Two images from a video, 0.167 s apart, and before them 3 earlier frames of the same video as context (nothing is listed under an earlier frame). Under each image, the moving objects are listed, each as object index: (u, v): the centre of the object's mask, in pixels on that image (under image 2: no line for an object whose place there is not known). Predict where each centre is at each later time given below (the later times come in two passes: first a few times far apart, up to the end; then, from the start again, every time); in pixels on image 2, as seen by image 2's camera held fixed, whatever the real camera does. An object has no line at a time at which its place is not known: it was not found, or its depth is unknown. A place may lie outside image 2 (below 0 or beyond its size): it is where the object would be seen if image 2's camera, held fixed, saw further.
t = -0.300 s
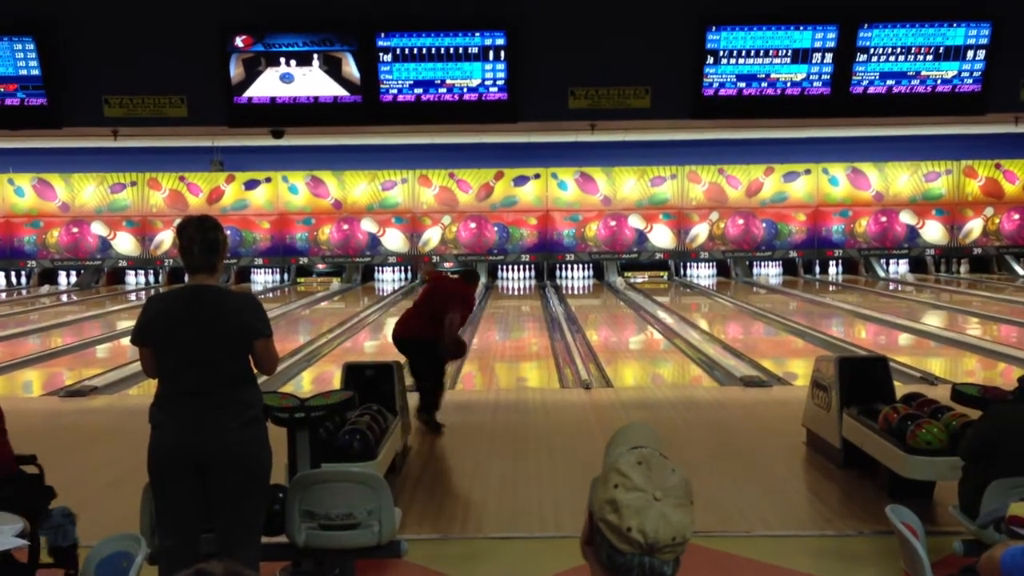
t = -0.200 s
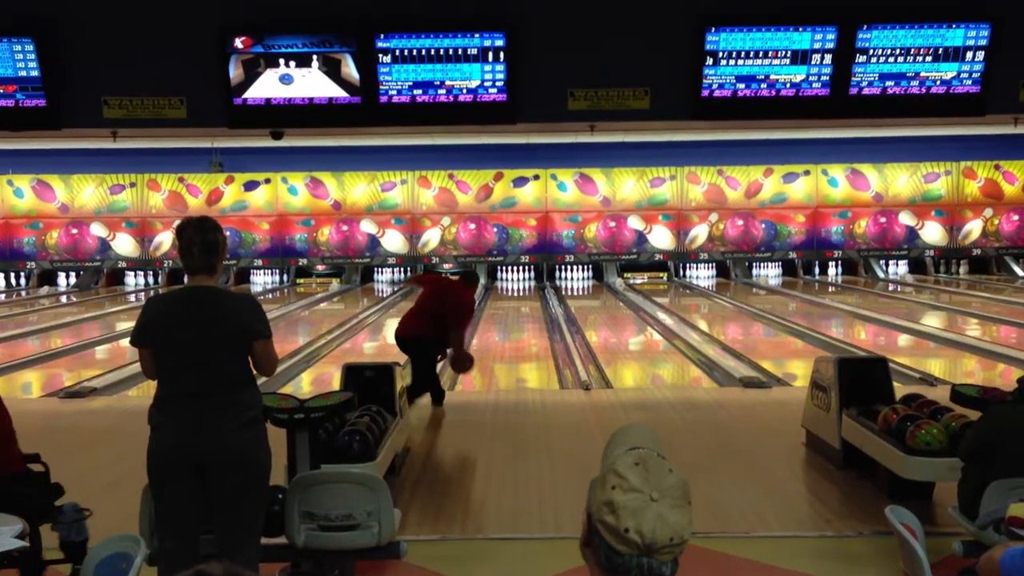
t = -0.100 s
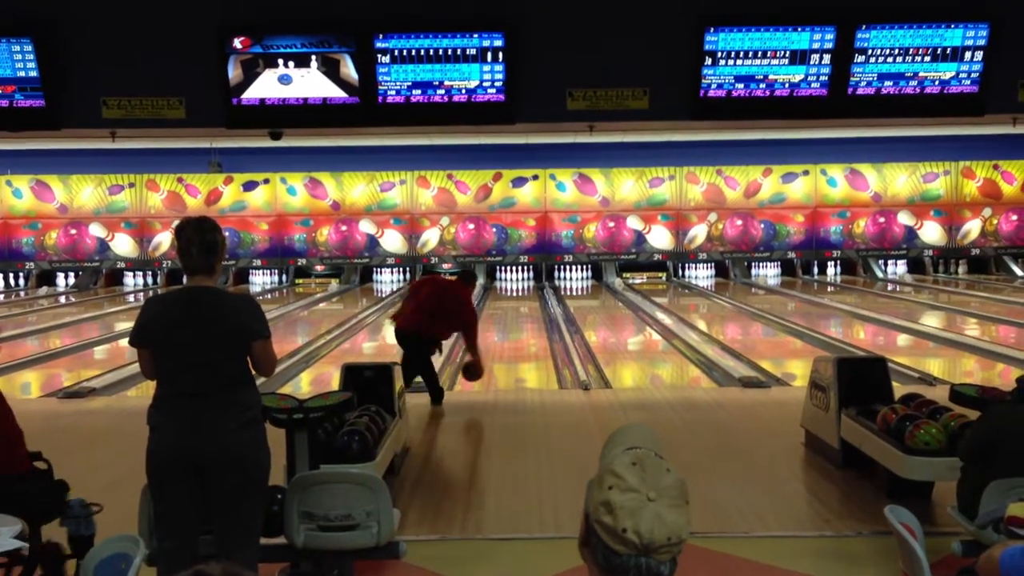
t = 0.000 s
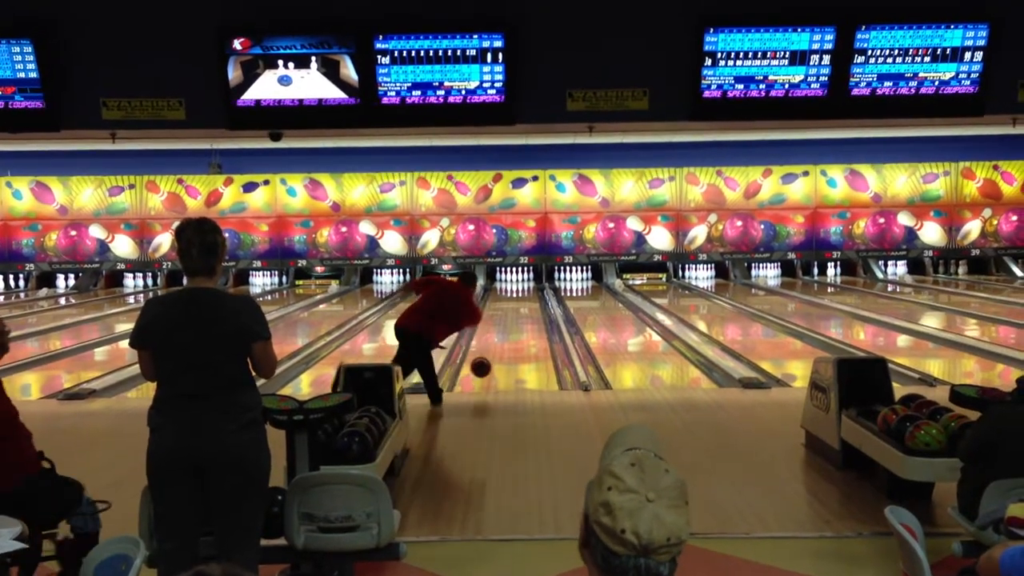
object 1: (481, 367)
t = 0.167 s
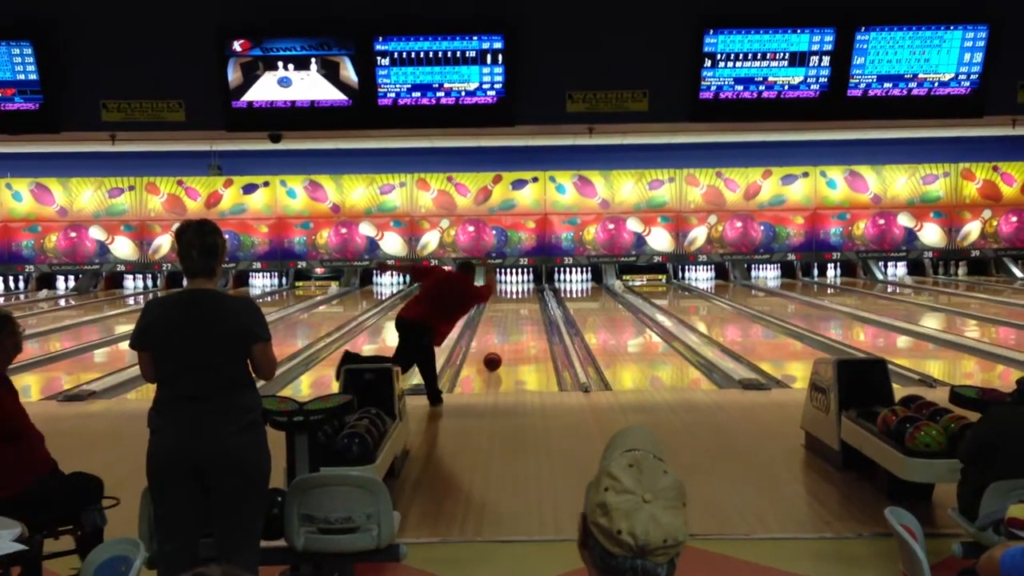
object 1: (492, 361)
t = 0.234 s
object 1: (496, 356)
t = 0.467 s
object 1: (507, 338)
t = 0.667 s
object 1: (514, 326)
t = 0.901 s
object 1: (520, 315)
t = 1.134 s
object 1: (525, 306)
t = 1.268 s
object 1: (526, 302)
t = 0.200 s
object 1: (494, 359)
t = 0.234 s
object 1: (496, 356)
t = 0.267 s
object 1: (498, 353)
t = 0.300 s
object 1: (499, 350)
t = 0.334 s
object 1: (501, 347)
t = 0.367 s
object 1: (503, 345)
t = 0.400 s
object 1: (504, 342)
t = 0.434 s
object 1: (505, 340)
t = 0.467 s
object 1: (507, 338)
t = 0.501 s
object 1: (508, 336)
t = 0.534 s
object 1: (509, 334)
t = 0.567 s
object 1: (511, 332)
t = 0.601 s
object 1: (512, 330)
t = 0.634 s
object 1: (513, 328)
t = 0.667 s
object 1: (514, 326)
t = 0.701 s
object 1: (515, 324)
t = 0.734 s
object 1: (516, 323)
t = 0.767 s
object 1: (517, 321)
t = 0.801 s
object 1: (518, 320)
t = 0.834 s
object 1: (519, 318)
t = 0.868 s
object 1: (519, 317)
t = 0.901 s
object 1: (520, 315)
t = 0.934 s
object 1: (521, 314)
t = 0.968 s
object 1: (521, 312)
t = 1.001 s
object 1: (522, 311)
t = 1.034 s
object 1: (523, 310)
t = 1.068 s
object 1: (524, 309)
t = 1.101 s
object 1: (524, 308)
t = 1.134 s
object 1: (525, 306)
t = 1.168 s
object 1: (525, 305)
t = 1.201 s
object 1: (526, 304)
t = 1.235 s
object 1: (526, 303)
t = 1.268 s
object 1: (526, 302)
